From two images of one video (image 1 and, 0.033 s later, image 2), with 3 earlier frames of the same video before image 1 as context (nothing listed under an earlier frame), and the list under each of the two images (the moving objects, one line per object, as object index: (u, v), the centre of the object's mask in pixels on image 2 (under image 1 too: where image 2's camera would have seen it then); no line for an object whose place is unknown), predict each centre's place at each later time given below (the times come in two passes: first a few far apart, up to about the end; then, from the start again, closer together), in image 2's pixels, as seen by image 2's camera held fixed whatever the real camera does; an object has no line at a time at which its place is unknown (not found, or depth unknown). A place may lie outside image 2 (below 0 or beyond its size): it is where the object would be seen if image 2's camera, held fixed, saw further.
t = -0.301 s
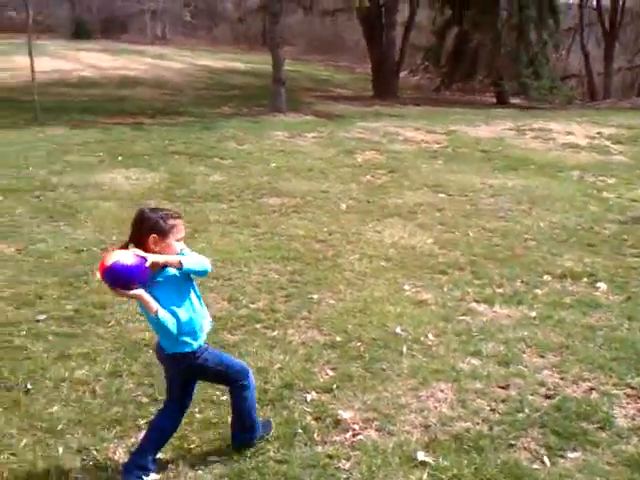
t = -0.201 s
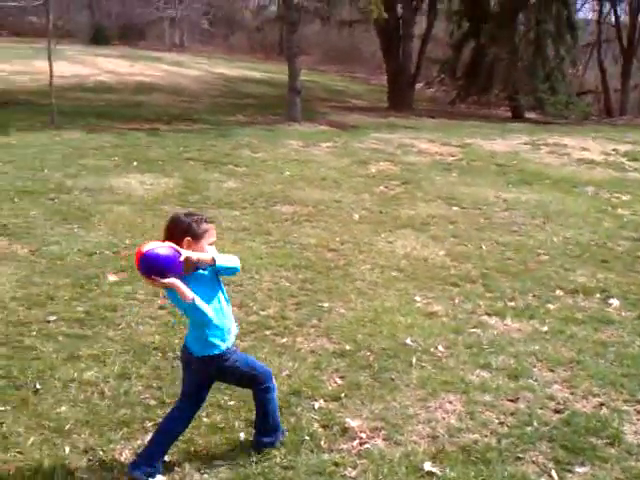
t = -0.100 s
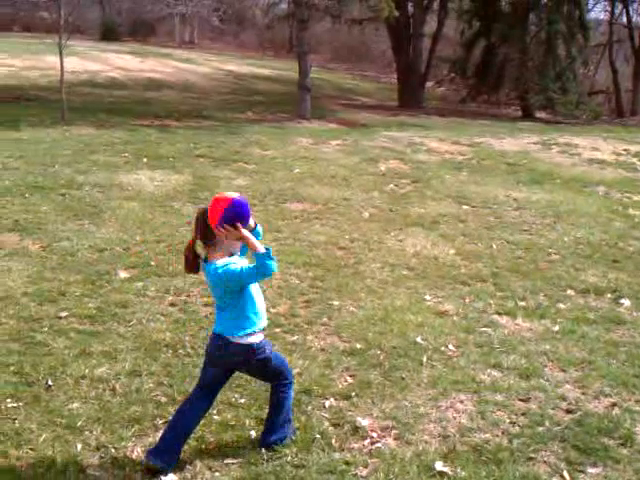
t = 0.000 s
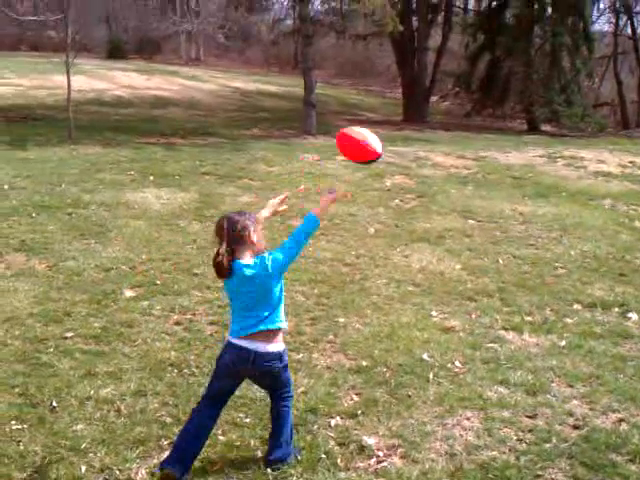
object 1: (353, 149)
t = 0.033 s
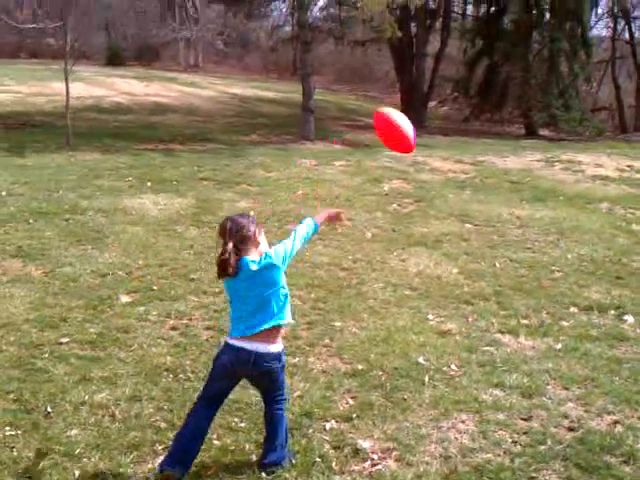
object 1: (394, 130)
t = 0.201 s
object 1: (532, 82)
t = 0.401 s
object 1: (616, 97)
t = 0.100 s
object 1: (459, 99)
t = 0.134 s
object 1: (486, 90)
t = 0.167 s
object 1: (511, 85)
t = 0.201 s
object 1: (532, 82)
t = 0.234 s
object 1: (552, 82)
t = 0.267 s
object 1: (570, 82)
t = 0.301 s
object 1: (583, 85)
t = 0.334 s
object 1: (596, 88)
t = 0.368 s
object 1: (607, 94)
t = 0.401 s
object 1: (616, 97)
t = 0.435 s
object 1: (627, 105)
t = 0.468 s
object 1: (636, 113)
